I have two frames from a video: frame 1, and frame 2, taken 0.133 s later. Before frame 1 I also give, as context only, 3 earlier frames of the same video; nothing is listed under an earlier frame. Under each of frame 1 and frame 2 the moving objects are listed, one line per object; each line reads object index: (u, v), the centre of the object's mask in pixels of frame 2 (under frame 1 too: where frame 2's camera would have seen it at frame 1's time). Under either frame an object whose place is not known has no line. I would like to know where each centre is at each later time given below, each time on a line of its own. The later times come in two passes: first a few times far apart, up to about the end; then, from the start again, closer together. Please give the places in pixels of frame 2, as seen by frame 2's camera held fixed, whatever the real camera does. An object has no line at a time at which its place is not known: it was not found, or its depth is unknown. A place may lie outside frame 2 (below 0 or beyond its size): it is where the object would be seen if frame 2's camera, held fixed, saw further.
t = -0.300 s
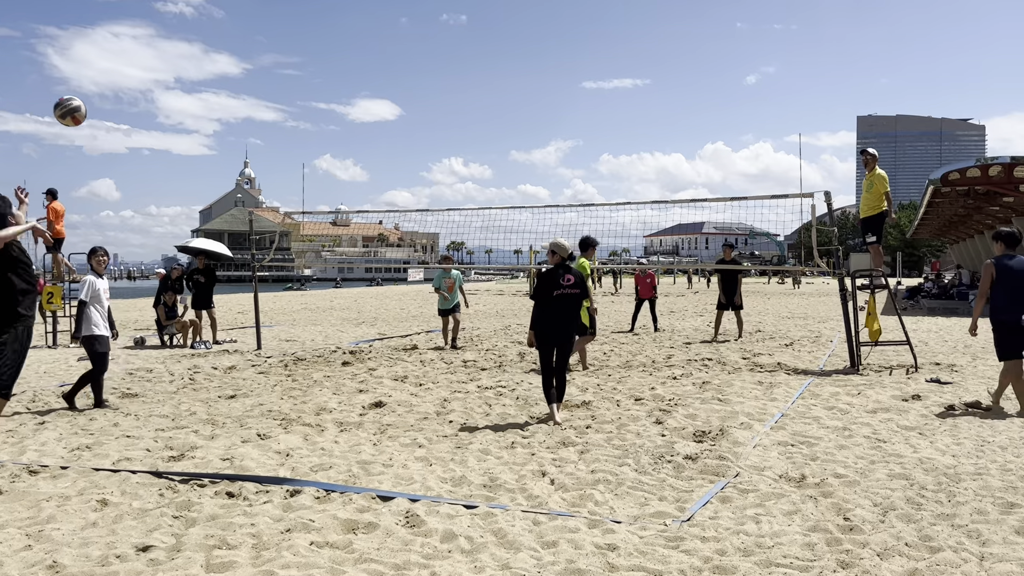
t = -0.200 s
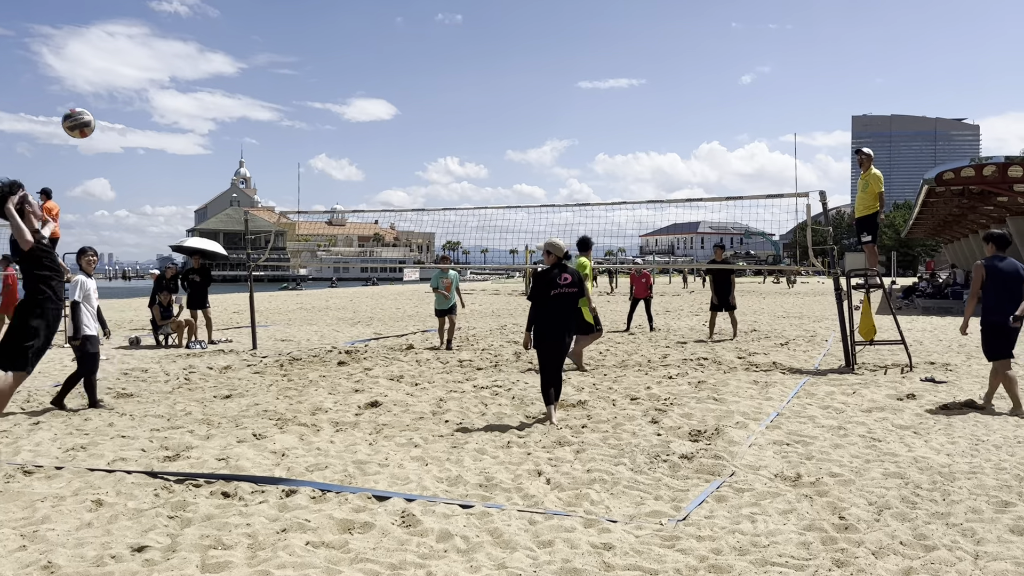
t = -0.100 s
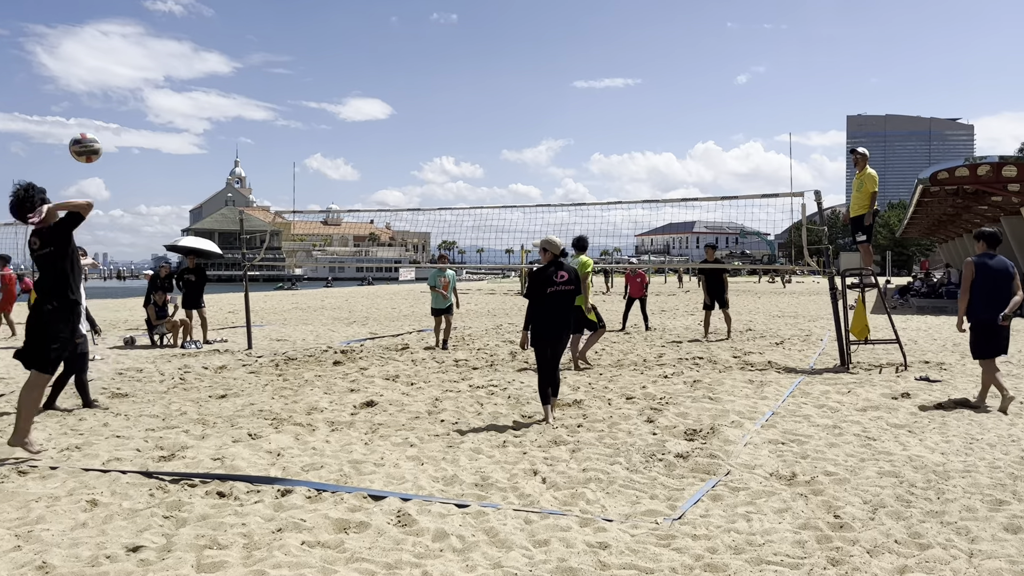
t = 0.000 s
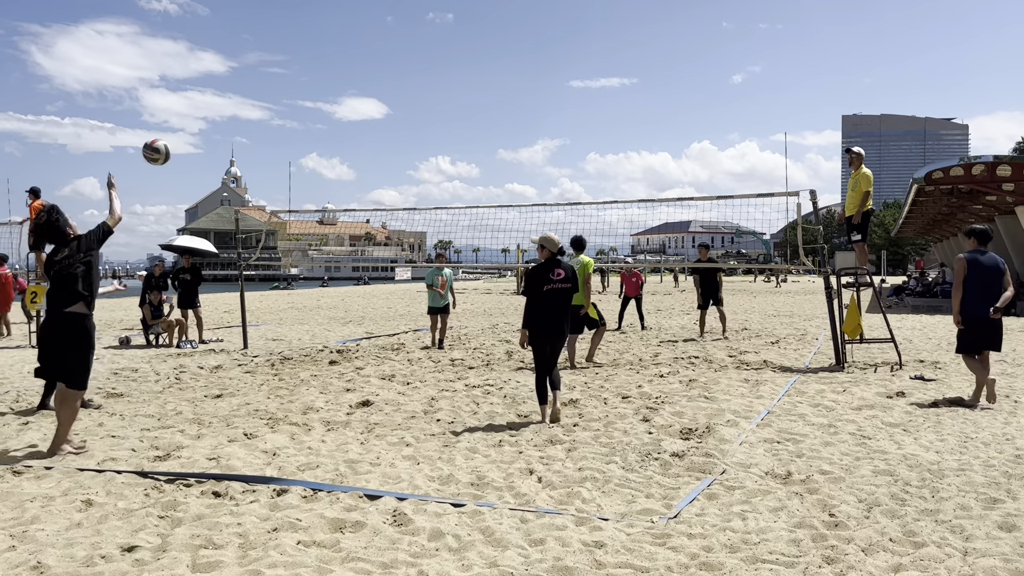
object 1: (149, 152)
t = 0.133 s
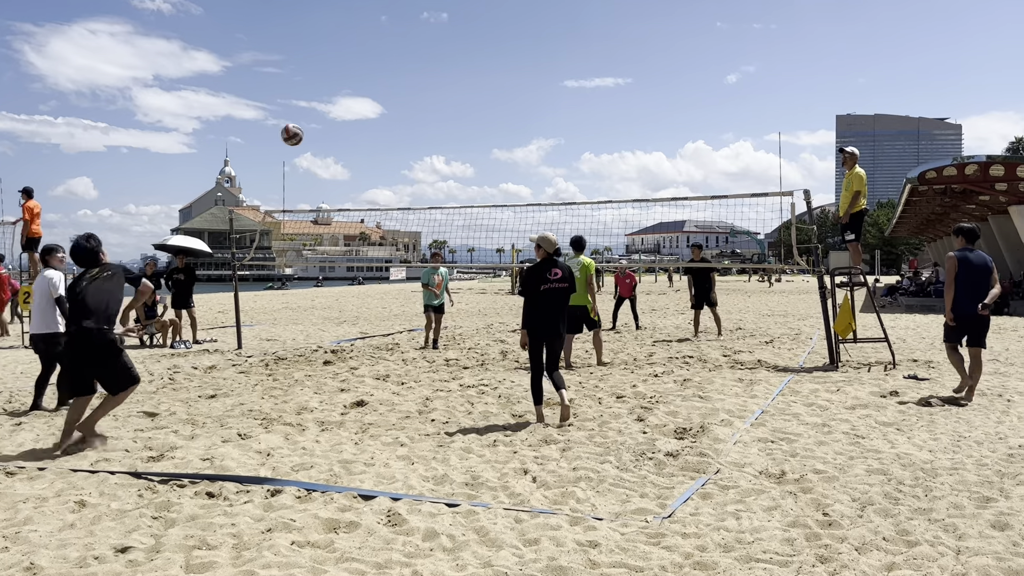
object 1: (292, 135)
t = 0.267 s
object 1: (388, 138)
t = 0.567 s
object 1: (528, 185)
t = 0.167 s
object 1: (319, 134)
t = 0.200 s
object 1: (344, 135)
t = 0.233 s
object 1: (367, 136)
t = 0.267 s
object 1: (388, 138)
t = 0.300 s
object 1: (407, 141)
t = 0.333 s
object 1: (426, 145)
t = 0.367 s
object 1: (443, 149)
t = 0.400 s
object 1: (459, 154)
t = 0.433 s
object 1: (474, 159)
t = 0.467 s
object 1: (489, 165)
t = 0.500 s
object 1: (503, 171)
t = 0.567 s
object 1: (528, 185)
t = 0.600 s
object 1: (540, 192)
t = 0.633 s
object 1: (550, 198)
